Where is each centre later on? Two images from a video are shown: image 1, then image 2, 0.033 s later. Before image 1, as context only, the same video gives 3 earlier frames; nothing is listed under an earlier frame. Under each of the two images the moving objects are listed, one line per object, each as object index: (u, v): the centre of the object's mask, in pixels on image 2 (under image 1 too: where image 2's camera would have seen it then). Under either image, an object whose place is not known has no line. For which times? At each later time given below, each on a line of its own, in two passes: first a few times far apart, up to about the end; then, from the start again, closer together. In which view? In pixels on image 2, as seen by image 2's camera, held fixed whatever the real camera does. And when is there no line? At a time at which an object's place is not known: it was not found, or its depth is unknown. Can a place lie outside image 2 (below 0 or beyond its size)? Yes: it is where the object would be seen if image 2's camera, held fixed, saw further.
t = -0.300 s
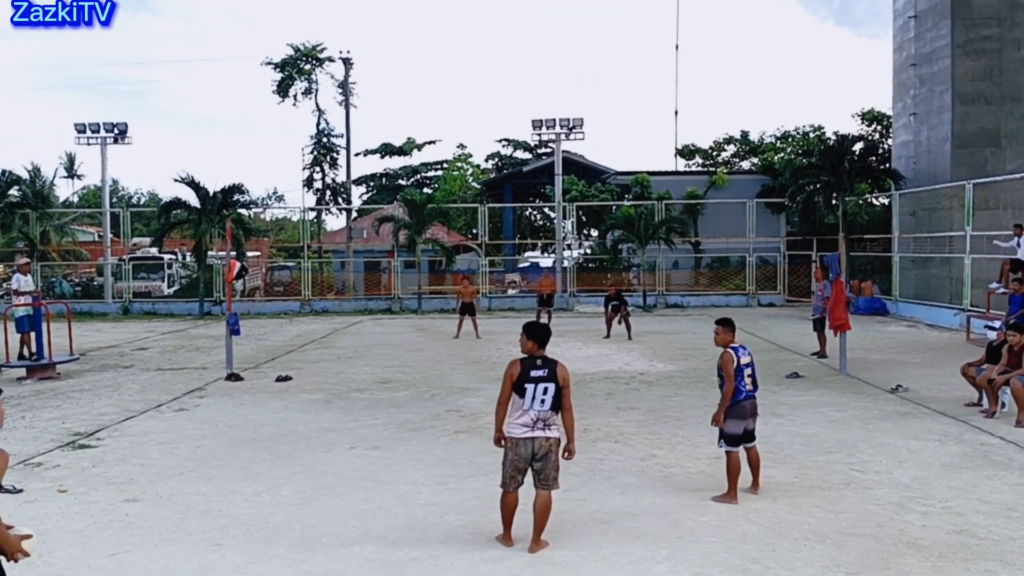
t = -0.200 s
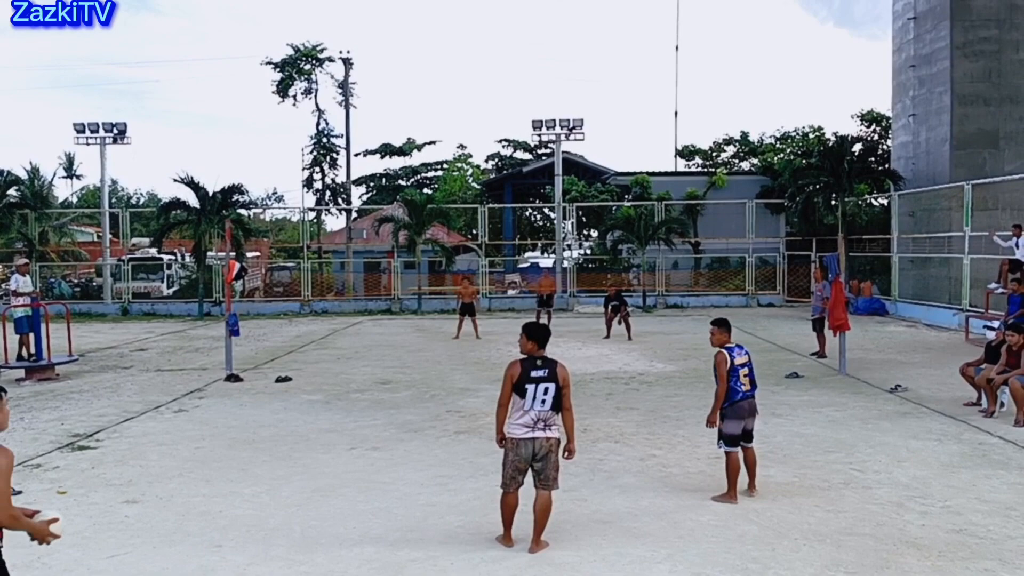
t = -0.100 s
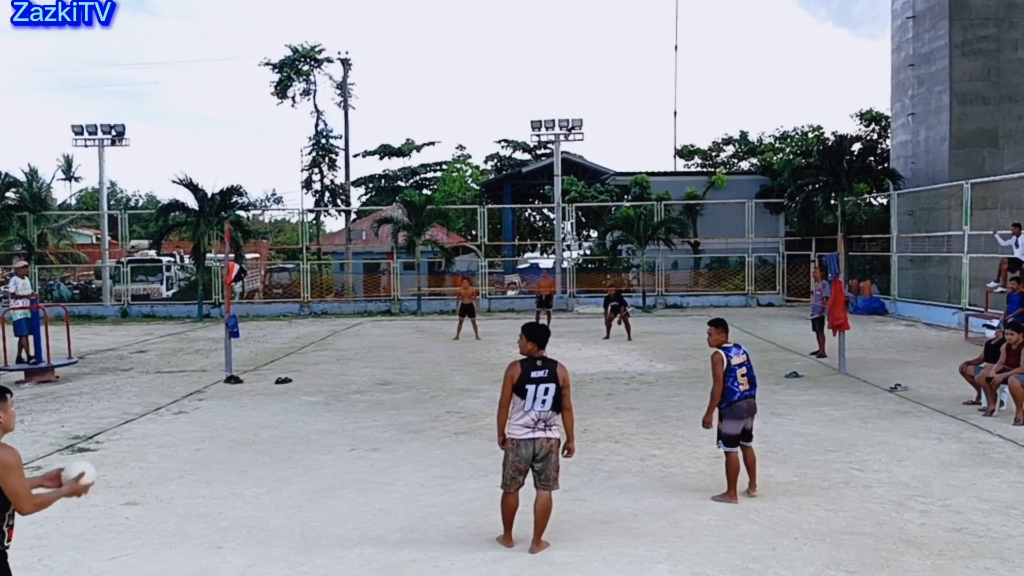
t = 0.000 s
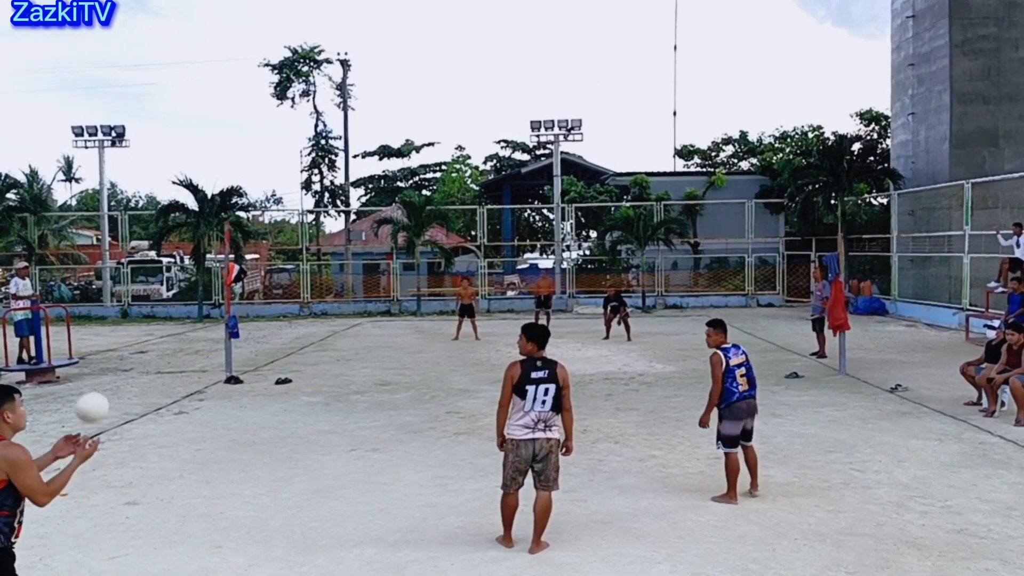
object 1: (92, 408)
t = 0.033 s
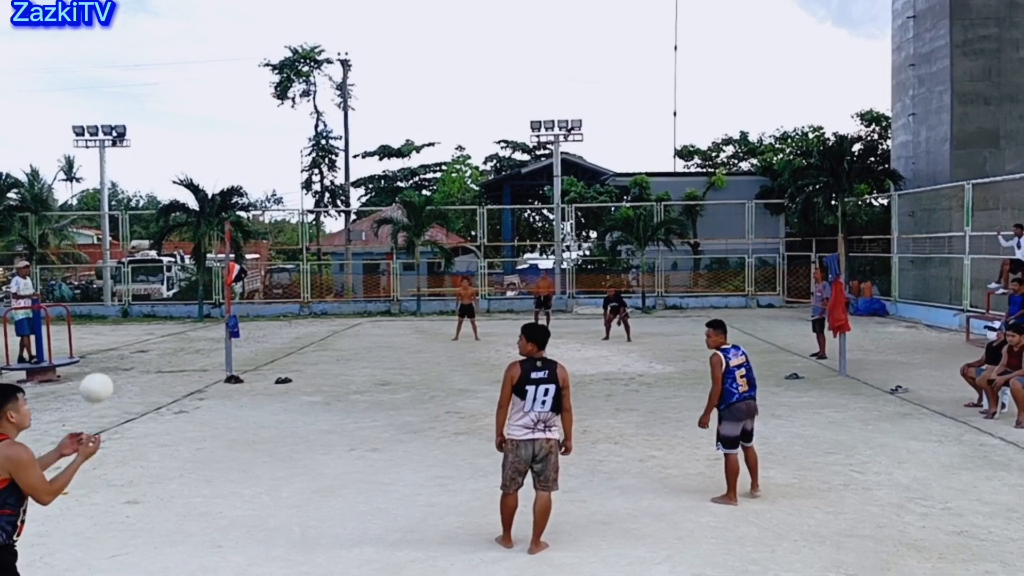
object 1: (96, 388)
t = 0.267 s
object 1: (125, 316)
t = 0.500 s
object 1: (154, 343)
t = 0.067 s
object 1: (100, 370)
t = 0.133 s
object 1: (109, 344)
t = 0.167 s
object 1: (113, 334)
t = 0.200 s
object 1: (117, 326)
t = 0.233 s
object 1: (122, 320)
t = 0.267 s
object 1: (125, 316)
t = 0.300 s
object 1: (129, 313)
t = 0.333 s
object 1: (133, 313)
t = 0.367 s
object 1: (137, 315)
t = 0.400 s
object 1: (142, 320)
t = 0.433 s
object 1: (146, 325)
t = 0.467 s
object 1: (150, 333)
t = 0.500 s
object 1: (154, 343)
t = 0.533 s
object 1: (159, 354)
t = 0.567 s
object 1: (162, 369)
